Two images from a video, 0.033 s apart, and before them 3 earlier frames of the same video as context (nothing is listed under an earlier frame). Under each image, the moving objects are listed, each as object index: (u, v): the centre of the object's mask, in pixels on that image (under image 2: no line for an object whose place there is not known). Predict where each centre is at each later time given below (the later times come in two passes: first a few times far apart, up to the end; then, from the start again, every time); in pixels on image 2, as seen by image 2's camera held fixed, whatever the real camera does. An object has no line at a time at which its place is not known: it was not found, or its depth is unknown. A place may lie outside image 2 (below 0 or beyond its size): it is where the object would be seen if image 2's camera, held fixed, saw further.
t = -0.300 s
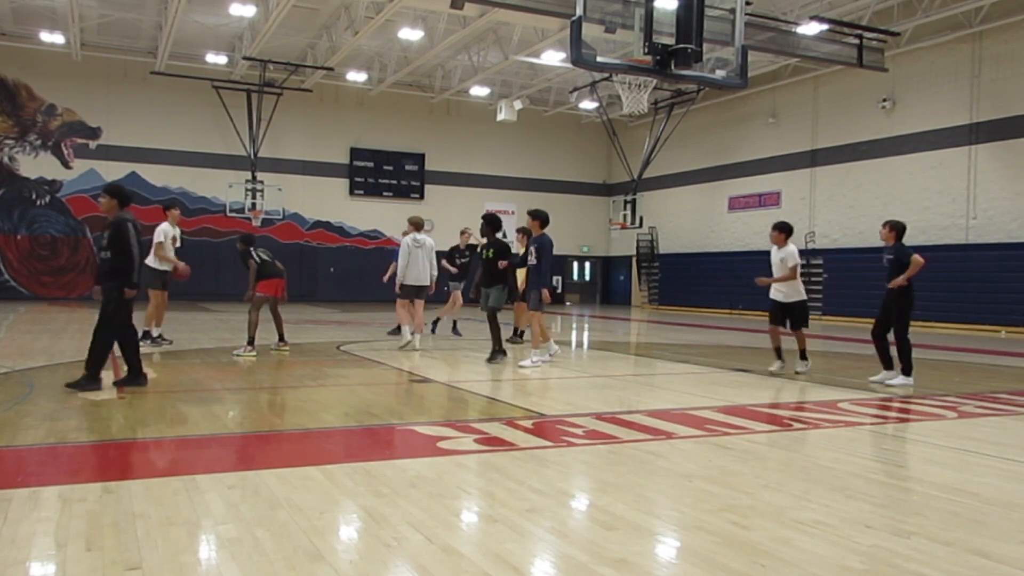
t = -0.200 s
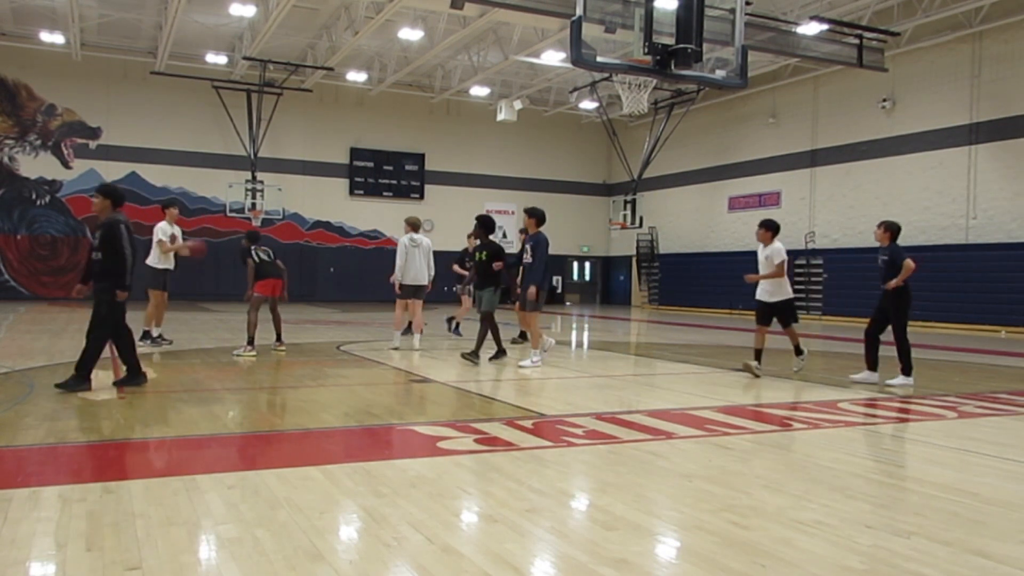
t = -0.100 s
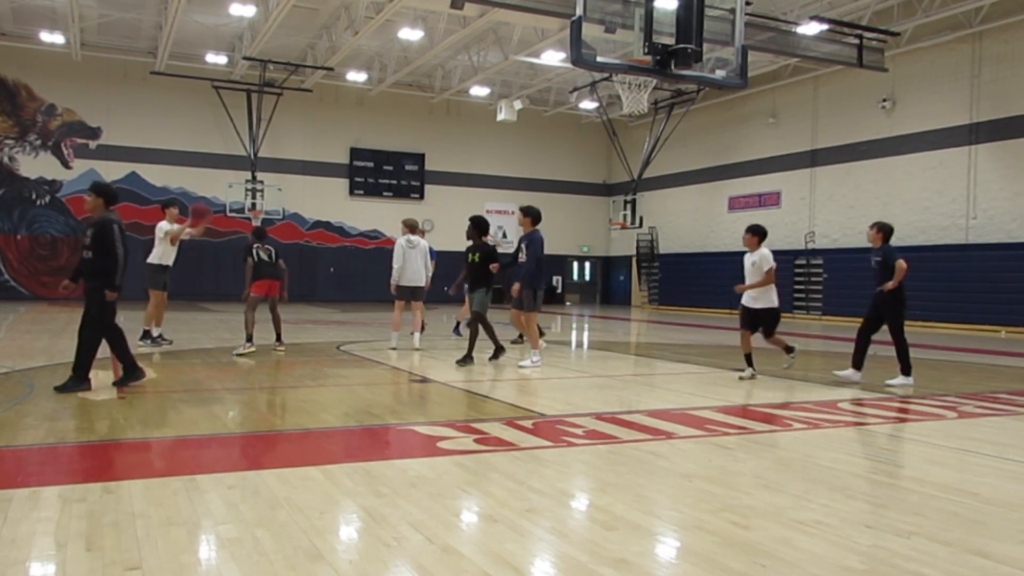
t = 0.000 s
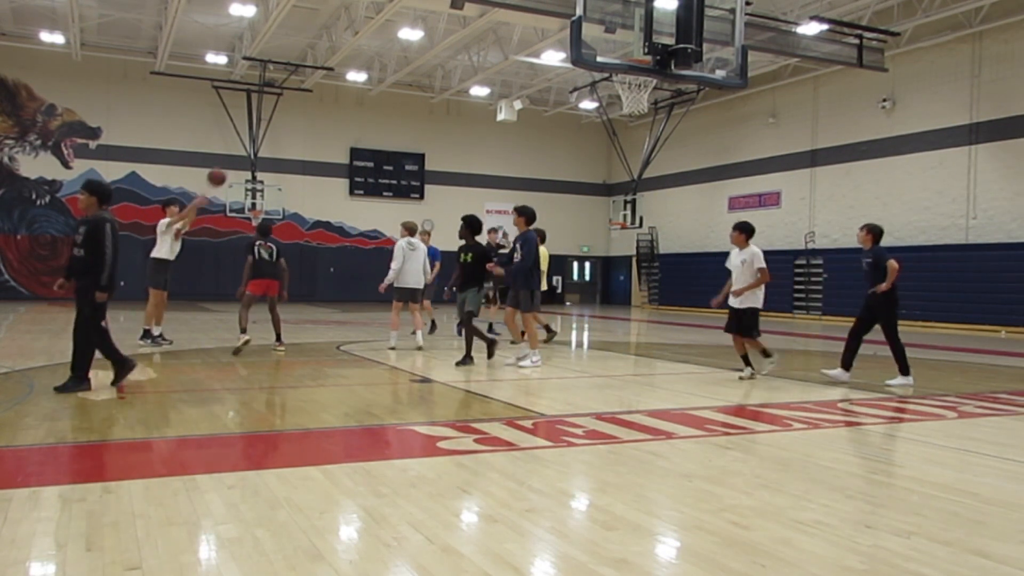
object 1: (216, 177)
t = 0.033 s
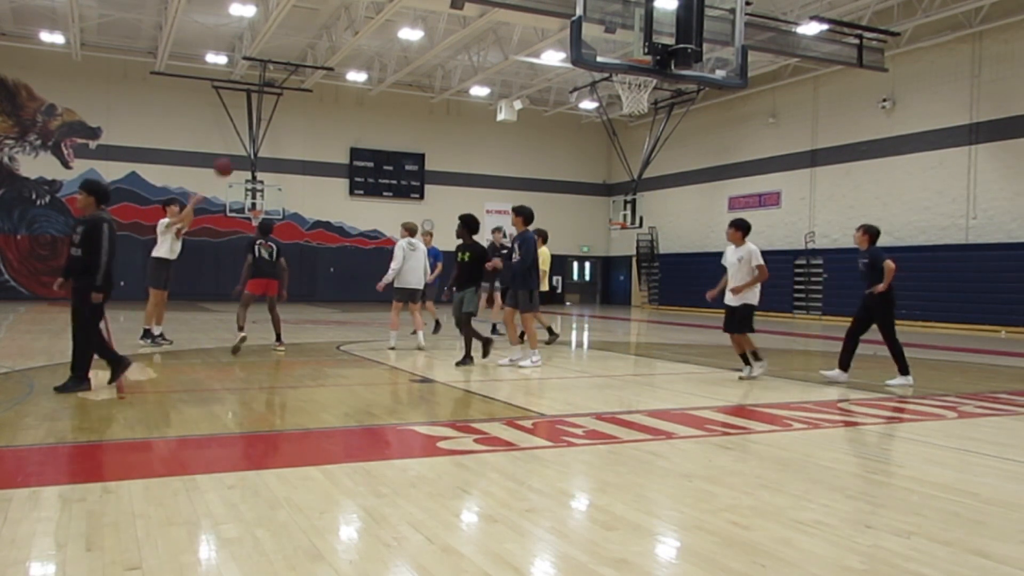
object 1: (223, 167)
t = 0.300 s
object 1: (289, 109)
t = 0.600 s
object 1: (379, 106)
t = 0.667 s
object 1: (403, 119)
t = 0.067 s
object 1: (231, 157)
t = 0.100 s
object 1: (239, 149)
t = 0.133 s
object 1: (247, 140)
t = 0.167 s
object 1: (255, 133)
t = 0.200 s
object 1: (263, 126)
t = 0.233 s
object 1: (271, 119)
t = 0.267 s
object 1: (280, 113)
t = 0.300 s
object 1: (289, 109)
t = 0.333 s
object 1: (298, 105)
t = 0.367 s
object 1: (307, 102)
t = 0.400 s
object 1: (316, 99)
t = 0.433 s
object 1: (326, 98)
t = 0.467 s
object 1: (336, 97)
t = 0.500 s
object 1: (346, 98)
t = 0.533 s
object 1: (357, 100)
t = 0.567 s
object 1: (368, 103)
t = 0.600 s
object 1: (379, 106)
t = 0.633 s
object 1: (391, 112)
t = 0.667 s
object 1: (403, 119)
